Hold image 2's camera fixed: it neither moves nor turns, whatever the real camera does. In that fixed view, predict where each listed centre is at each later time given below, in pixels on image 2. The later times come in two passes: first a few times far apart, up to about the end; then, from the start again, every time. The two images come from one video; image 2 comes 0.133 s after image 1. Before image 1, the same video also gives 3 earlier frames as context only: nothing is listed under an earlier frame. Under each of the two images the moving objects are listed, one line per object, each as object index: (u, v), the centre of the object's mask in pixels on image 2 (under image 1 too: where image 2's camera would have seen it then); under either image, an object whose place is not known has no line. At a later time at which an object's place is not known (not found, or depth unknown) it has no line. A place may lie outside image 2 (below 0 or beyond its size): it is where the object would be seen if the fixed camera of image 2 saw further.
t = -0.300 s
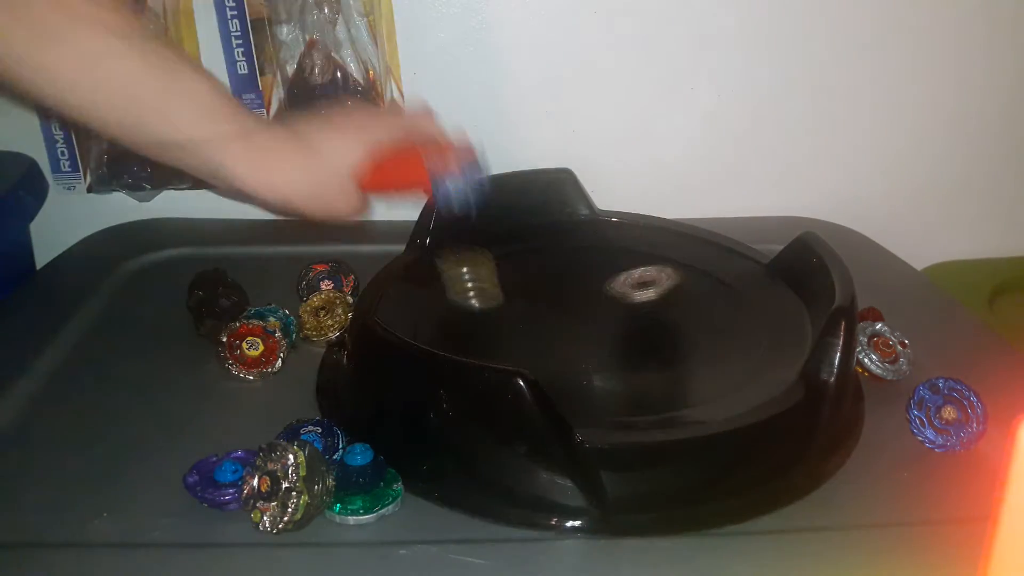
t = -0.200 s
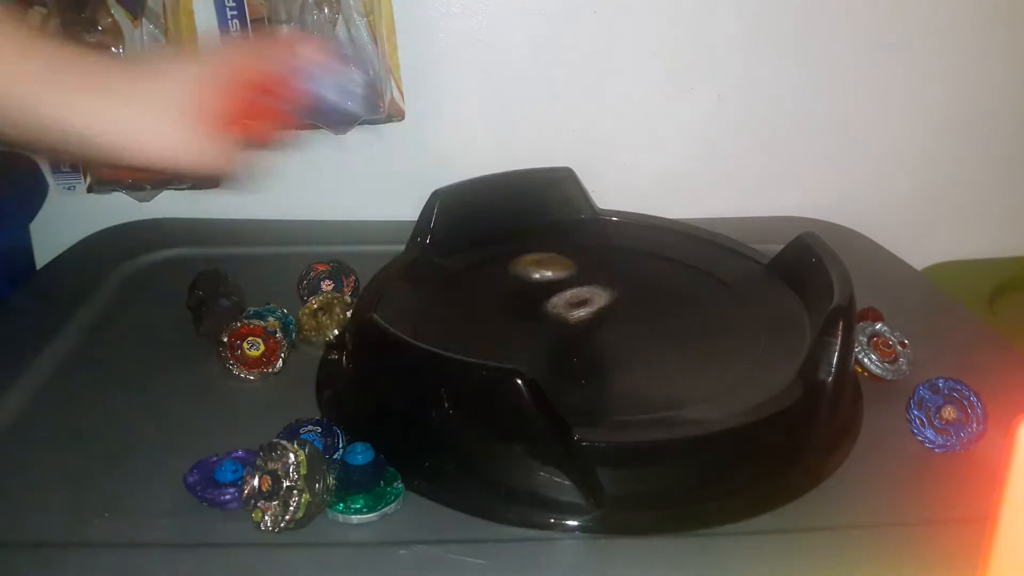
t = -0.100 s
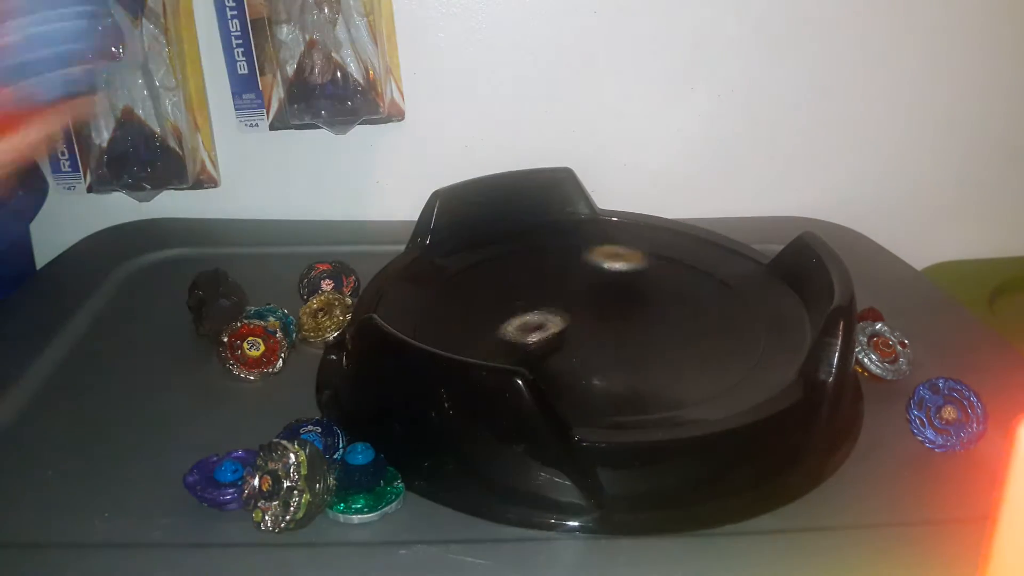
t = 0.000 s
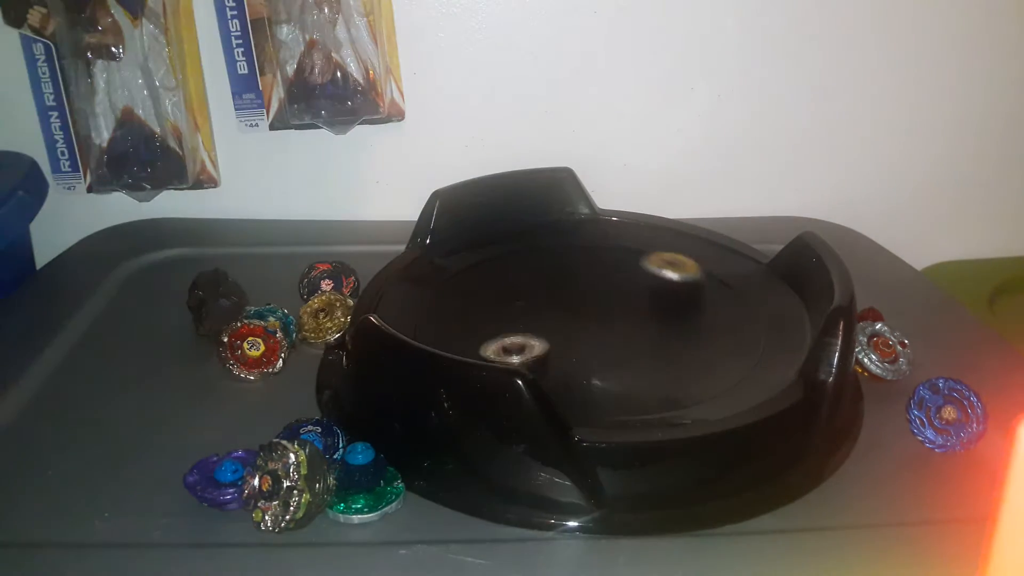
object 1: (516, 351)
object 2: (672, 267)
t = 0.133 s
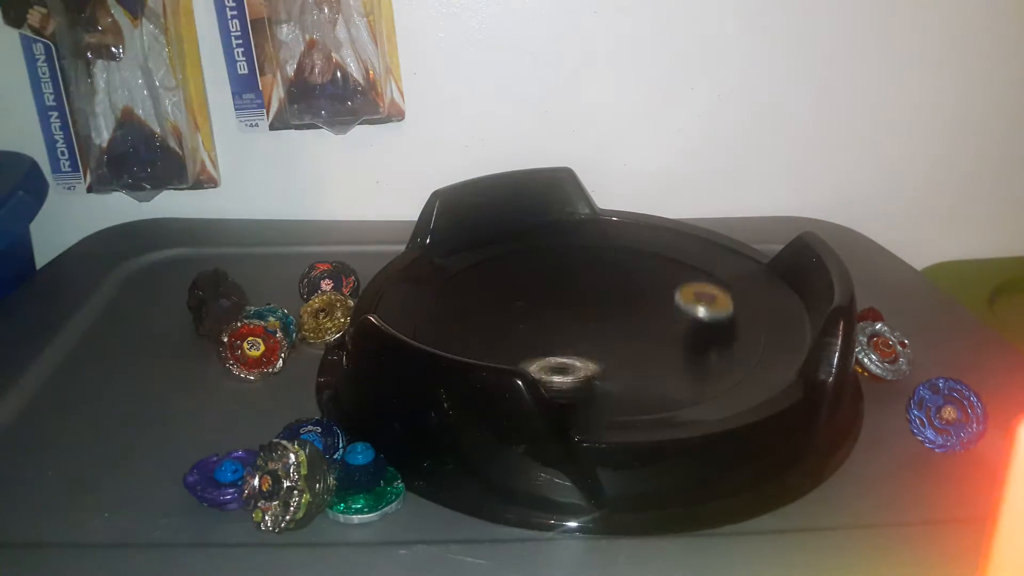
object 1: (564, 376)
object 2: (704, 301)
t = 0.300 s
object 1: (649, 380)
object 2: (662, 345)
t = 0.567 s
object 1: (642, 328)
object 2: (552, 359)
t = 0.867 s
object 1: (462, 288)
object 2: (588, 333)
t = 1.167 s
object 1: (474, 342)
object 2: (537, 323)
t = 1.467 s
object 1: (670, 327)
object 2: (581, 337)
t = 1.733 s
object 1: (633, 266)
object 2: (642, 332)
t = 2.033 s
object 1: (516, 328)
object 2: (598, 323)
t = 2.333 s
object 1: (665, 364)
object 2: (601, 358)
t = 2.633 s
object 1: (692, 301)
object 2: (646, 351)
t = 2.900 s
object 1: (540, 292)
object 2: (587, 345)
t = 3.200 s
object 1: (464, 343)
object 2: (560, 367)
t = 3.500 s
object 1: (616, 363)
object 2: (617, 339)
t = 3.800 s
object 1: (589, 305)
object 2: (527, 326)
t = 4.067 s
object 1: (486, 303)
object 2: (467, 348)
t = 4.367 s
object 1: (474, 333)
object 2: (617, 376)
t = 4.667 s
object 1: (584, 322)
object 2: (672, 329)
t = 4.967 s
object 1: (560, 308)
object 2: (647, 303)
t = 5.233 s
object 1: (579, 331)
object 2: (561, 307)
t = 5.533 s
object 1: (640, 326)
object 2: (519, 349)
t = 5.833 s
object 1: (576, 322)
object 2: (589, 366)
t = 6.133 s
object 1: (553, 351)
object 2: (646, 345)
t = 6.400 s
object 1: (580, 339)
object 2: (613, 314)
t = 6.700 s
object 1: (538, 361)
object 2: (573, 314)
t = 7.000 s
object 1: (543, 361)
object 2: (552, 300)
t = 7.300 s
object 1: (548, 341)
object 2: (558, 306)
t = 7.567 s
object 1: (515, 345)
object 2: (547, 308)
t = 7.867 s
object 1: (572, 351)
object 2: (548, 327)
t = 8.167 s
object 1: (629, 349)
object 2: (576, 326)
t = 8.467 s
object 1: (645, 346)
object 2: (585, 317)
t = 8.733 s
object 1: (607, 351)
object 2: (601, 325)
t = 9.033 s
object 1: (554, 367)
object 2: (635, 335)
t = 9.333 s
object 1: (516, 338)
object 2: (631, 353)
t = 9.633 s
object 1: (512, 294)
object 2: (609, 358)
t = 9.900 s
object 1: (542, 300)
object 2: (563, 357)
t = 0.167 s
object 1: (584, 379)
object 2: (702, 311)
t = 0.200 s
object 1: (606, 380)
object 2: (697, 323)
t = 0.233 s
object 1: (624, 381)
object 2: (688, 333)
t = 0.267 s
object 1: (639, 382)
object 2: (675, 342)
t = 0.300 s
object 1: (649, 380)
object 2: (662, 345)
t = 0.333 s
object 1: (657, 380)
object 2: (640, 349)
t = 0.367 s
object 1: (663, 377)
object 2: (618, 357)
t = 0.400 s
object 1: (671, 373)
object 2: (606, 364)
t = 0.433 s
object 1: (673, 366)
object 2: (594, 365)
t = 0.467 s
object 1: (672, 358)
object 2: (579, 365)
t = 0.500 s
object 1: (667, 345)
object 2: (568, 364)
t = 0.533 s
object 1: (656, 340)
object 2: (558, 362)
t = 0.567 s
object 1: (642, 328)
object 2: (552, 359)
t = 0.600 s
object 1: (627, 320)
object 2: (550, 356)
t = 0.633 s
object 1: (609, 312)
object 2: (551, 354)
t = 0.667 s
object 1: (590, 306)
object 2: (556, 352)
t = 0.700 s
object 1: (570, 301)
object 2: (564, 350)
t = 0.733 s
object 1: (548, 296)
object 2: (572, 347)
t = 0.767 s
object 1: (526, 292)
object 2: (579, 344)
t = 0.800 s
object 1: (504, 290)
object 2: (583, 340)
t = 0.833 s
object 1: (483, 289)
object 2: (586, 337)
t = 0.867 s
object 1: (462, 288)
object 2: (588, 333)
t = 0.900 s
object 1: (443, 290)
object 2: (587, 329)
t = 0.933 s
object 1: (424, 294)
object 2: (585, 325)
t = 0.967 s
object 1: (414, 301)
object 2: (581, 321)
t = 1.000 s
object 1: (405, 308)
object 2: (575, 319)
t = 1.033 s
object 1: (402, 315)
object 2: (568, 317)
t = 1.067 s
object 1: (409, 319)
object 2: (559, 317)
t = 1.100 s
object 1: (424, 324)
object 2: (551, 318)
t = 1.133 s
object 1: (446, 336)
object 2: (543, 321)
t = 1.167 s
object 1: (474, 342)
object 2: (537, 323)
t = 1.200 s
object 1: (502, 347)
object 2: (536, 325)
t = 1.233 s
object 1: (529, 345)
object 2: (532, 324)
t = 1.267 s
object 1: (551, 342)
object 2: (525, 323)
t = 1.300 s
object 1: (576, 350)
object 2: (536, 327)
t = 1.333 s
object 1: (598, 351)
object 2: (544, 329)
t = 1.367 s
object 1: (620, 349)
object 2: (553, 329)
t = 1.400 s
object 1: (642, 342)
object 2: (562, 331)
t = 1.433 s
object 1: (657, 336)
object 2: (571, 333)
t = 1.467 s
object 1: (670, 327)
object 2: (581, 337)
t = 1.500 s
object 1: (679, 318)
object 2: (589, 340)
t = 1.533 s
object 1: (684, 309)
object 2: (599, 341)
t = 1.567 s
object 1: (686, 298)
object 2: (608, 341)
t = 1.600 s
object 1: (682, 289)
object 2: (616, 340)
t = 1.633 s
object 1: (676, 281)
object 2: (624, 339)
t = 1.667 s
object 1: (665, 273)
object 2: (631, 337)
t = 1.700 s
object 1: (650, 268)
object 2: (638, 335)
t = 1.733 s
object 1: (633, 266)
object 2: (642, 332)
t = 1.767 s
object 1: (614, 267)
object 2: (645, 328)
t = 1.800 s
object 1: (596, 269)
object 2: (646, 324)
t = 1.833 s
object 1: (579, 274)
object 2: (644, 321)
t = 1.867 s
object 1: (561, 280)
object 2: (639, 318)
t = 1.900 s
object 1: (547, 288)
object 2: (632, 317)
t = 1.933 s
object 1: (533, 297)
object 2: (623, 317)
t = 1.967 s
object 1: (525, 307)
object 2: (615, 318)
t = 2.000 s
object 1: (518, 318)
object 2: (606, 320)
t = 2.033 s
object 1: (516, 328)
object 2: (598, 323)
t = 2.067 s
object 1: (518, 338)
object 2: (592, 327)
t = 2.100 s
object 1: (524, 345)
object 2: (587, 331)
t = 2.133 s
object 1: (536, 352)
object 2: (585, 336)
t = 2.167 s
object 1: (554, 358)
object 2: (587, 337)
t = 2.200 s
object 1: (573, 361)
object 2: (586, 339)
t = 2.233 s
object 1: (597, 364)
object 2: (579, 343)
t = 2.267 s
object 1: (619, 365)
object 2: (581, 349)
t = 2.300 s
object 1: (645, 364)
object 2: (591, 356)
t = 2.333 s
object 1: (665, 364)
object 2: (601, 358)
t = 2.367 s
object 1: (685, 360)
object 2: (610, 360)
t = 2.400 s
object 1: (700, 358)
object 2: (619, 362)
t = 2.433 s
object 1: (710, 352)
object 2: (628, 362)
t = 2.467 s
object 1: (715, 345)
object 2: (637, 361)
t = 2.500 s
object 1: (717, 336)
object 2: (645, 359)
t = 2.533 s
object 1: (712, 326)
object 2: (652, 357)
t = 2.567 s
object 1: (709, 317)
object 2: (650, 355)
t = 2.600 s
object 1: (703, 307)
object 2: (647, 354)
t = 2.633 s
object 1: (692, 301)
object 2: (646, 351)
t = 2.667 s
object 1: (678, 296)
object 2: (644, 349)
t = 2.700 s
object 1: (661, 291)
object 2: (639, 347)
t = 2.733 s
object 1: (641, 288)
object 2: (632, 345)
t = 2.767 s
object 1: (621, 287)
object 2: (624, 344)
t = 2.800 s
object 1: (601, 287)
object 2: (616, 343)
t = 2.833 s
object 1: (580, 287)
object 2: (606, 344)
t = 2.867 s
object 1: (560, 289)
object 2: (597, 345)
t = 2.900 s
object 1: (540, 292)
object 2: (587, 345)
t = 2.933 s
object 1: (521, 296)
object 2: (579, 347)
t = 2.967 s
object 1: (504, 301)
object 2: (571, 349)
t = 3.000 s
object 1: (488, 308)
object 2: (565, 352)
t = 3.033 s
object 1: (474, 315)
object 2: (560, 355)
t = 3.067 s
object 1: (461, 324)
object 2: (555, 358)
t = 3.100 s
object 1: (448, 331)
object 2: (553, 360)
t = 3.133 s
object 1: (447, 334)
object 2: (553, 363)
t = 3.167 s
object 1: (452, 338)
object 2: (556, 365)
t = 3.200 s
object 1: (464, 343)
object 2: (560, 367)
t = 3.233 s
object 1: (481, 349)
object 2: (567, 369)
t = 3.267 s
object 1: (500, 354)
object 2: (574, 369)
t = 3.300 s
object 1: (518, 358)
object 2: (583, 369)
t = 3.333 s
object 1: (539, 362)
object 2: (597, 368)
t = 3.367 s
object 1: (552, 365)
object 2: (611, 365)
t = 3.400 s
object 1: (566, 368)
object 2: (622, 359)
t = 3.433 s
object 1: (581, 367)
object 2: (627, 353)
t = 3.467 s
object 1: (598, 363)
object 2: (627, 345)
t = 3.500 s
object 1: (616, 363)
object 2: (617, 339)
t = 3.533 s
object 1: (628, 358)
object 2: (600, 336)
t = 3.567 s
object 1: (636, 352)
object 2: (594, 333)
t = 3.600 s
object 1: (641, 345)
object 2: (587, 330)
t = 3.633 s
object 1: (638, 339)
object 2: (577, 327)
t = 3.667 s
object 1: (634, 333)
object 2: (567, 325)
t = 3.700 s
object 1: (625, 322)
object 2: (557, 324)
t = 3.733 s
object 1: (615, 315)
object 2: (547, 324)
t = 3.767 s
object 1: (603, 310)
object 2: (537, 325)
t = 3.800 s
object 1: (589, 305)
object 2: (527, 326)
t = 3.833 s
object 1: (574, 300)
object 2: (517, 327)
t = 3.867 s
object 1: (557, 299)
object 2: (508, 329)
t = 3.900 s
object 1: (543, 296)
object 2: (498, 333)
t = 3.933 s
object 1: (533, 294)
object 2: (485, 338)
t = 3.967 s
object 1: (522, 294)
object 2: (475, 342)
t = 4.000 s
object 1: (509, 296)
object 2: (468, 345)
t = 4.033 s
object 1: (497, 299)
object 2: (464, 346)
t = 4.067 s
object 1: (486, 303)
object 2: (467, 348)
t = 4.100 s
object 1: (478, 310)
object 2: (475, 350)
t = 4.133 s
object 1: (475, 315)
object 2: (486, 354)
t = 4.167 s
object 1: (473, 321)
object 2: (498, 357)
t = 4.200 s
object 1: (472, 326)
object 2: (516, 362)
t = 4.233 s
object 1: (468, 323)
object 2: (543, 372)
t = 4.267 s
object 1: (466, 325)
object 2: (564, 378)
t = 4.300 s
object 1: (467, 327)
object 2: (580, 380)
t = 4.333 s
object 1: (469, 329)
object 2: (600, 379)
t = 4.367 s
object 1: (474, 333)
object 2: (617, 376)
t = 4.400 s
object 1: (482, 335)
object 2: (630, 373)
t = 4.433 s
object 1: (494, 336)
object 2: (640, 368)
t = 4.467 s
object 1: (510, 336)
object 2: (648, 363)
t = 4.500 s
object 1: (527, 336)
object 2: (652, 358)
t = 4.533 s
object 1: (543, 333)
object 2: (655, 353)
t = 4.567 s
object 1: (559, 333)
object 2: (656, 347)
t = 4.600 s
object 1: (575, 331)
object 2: (655, 342)
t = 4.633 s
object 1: (588, 327)
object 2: (657, 337)
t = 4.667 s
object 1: (584, 322)
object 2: (672, 329)
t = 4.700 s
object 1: (582, 319)
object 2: (682, 323)
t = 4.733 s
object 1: (581, 315)
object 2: (689, 319)
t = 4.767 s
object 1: (580, 313)
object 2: (690, 316)
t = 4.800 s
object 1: (578, 310)
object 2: (688, 313)
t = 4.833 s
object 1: (575, 308)
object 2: (682, 311)
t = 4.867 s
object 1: (572, 307)
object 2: (675, 309)
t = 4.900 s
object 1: (568, 307)
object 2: (666, 307)
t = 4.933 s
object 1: (564, 307)
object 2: (656, 305)
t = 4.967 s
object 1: (560, 308)
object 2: (647, 303)
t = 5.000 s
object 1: (557, 310)
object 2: (637, 303)
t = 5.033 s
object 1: (556, 313)
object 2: (626, 302)
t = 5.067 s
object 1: (556, 315)
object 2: (616, 301)
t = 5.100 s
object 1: (556, 319)
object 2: (606, 302)
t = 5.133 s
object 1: (559, 322)
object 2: (598, 302)
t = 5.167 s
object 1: (563, 326)
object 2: (587, 302)
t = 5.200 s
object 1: (571, 328)
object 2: (574, 303)
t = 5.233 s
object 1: (579, 331)
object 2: (561, 307)
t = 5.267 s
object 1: (588, 334)
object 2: (551, 312)
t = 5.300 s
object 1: (599, 336)
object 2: (545, 317)
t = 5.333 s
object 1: (609, 338)
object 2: (537, 321)
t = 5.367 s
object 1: (618, 337)
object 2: (531, 325)
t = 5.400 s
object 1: (626, 336)
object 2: (526, 330)
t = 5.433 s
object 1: (632, 334)
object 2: (522, 335)
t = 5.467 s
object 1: (637, 332)
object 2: (519, 340)
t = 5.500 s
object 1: (640, 329)
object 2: (518, 345)
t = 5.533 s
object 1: (640, 326)
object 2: (519, 349)
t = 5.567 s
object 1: (639, 325)
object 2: (522, 352)
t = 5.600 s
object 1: (635, 323)
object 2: (527, 355)
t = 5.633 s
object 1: (630, 321)
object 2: (534, 357)
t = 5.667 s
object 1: (623, 320)
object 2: (542, 360)
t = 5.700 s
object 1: (615, 319)
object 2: (551, 362)
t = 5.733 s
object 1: (606, 319)
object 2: (559, 365)
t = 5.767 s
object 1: (596, 320)
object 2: (569, 366)
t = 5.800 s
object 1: (585, 319)
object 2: (579, 366)
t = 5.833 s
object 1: (576, 322)
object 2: (589, 366)
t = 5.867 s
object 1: (568, 325)
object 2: (599, 366)
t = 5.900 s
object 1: (561, 327)
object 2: (609, 366)
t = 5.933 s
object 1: (554, 332)
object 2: (619, 364)
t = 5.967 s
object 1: (549, 335)
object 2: (627, 362)
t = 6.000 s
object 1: (546, 338)
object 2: (633, 359)
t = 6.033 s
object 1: (545, 341)
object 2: (639, 356)
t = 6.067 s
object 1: (546, 344)
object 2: (643, 353)
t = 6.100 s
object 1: (548, 350)
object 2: (645, 349)
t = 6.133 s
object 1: (553, 351)
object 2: (646, 345)
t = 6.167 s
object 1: (558, 352)
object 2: (645, 342)
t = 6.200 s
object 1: (565, 353)
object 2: (643, 338)
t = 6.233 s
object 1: (572, 354)
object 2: (639, 335)
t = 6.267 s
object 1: (578, 352)
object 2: (634, 331)
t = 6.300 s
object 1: (582, 350)
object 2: (628, 329)
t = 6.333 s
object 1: (587, 345)
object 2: (624, 325)
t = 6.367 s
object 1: (589, 341)
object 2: (617, 321)
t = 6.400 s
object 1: (580, 339)
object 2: (613, 314)
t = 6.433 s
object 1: (566, 341)
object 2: (612, 307)
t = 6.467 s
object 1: (554, 351)
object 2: (613, 299)
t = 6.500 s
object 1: (546, 354)
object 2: (613, 294)
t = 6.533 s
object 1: (541, 356)
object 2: (610, 291)
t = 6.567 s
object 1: (538, 357)
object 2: (606, 292)
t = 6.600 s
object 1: (537, 358)
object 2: (600, 295)
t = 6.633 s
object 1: (537, 359)
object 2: (593, 300)
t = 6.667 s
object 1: (538, 361)
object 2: (583, 308)
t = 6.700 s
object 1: (538, 361)
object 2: (573, 314)
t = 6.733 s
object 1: (540, 361)
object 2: (563, 320)
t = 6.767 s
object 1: (542, 361)
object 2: (555, 324)
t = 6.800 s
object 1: (544, 360)
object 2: (549, 327)
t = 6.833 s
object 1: (546, 358)
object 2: (543, 330)
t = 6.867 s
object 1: (547, 356)
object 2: (539, 330)
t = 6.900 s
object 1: (544, 357)
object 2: (541, 324)
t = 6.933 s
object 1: (540, 359)
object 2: (544, 315)
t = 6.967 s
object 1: (541, 360)
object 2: (548, 307)
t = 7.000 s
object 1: (543, 361)
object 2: (552, 300)
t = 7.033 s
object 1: (547, 361)
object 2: (556, 297)
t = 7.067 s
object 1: (553, 360)
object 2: (560, 295)
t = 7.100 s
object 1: (558, 357)
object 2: (562, 297)
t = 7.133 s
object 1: (561, 353)
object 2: (564, 301)
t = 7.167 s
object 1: (561, 348)
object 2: (563, 305)
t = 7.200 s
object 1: (561, 343)
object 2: (562, 309)
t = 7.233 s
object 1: (559, 339)
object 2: (561, 310)
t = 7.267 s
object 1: (554, 338)
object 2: (559, 308)
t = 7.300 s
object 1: (548, 341)
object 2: (558, 306)
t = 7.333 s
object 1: (544, 339)
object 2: (557, 305)
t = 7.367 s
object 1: (541, 338)
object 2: (554, 305)
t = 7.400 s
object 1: (537, 336)
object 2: (551, 306)
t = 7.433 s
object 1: (533, 334)
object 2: (548, 307)
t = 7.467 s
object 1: (529, 334)
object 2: (545, 307)
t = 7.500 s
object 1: (521, 339)
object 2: (545, 307)
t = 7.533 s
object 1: (515, 343)
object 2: (546, 307)
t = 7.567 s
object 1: (515, 345)
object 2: (547, 308)
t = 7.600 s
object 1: (518, 348)
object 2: (547, 312)
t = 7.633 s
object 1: (524, 349)
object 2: (546, 315)
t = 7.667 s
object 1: (530, 348)
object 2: (545, 318)
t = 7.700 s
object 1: (539, 353)
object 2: (544, 320)
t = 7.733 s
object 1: (547, 354)
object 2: (543, 323)
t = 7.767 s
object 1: (554, 353)
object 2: (542, 326)
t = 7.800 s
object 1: (560, 352)
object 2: (543, 327)
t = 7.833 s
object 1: (566, 352)
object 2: (544, 326)
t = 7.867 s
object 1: (572, 351)
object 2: (548, 327)
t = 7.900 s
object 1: (579, 351)
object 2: (552, 326)
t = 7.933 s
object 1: (586, 351)
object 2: (556, 327)
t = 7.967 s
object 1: (592, 350)
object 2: (558, 327)
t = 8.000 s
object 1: (597, 348)
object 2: (561, 329)
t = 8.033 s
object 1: (605, 351)
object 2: (566, 326)
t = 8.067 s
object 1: (612, 352)
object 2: (569, 324)
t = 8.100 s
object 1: (619, 351)
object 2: (572, 324)
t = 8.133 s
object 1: (625, 350)
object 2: (574, 324)
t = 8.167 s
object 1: (629, 349)
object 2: (576, 326)
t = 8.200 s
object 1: (633, 348)
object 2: (579, 327)
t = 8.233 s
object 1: (633, 345)
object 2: (581, 328)
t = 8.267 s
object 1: (633, 342)
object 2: (584, 329)
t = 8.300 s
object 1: (632, 339)
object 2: (584, 329)
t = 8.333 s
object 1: (638, 340)
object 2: (586, 324)
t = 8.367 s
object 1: (640, 344)
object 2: (584, 319)
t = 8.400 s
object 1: (643, 346)
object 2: (583, 316)
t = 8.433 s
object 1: (645, 346)
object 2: (583, 315)
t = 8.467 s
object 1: (645, 346)
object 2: (585, 317)
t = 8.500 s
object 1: (643, 346)
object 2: (587, 320)
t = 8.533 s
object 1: (641, 346)
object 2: (588, 323)
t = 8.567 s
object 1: (637, 345)
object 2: (589, 325)
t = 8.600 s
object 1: (630, 345)
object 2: (588, 327)
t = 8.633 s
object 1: (624, 345)
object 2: (588, 327)
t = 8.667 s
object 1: (619, 348)
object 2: (592, 325)
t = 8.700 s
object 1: (613, 350)
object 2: (595, 325)
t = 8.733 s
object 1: (607, 351)
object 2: (601, 325)
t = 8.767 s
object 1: (601, 353)
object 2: (608, 327)
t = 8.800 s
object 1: (592, 354)
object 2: (617, 329)
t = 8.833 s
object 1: (583, 361)
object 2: (621, 329)
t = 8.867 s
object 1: (577, 364)
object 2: (625, 330)
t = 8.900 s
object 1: (574, 366)
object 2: (629, 329)
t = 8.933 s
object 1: (568, 367)
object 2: (631, 330)
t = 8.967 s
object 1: (563, 368)
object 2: (632, 332)
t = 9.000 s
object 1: (559, 368)
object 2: (634, 334)
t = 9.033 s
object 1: (554, 367)
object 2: (635, 335)
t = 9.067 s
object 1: (548, 366)
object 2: (635, 337)
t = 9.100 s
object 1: (543, 365)
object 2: (636, 339)
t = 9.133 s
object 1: (538, 364)
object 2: (636, 342)
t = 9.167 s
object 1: (533, 361)
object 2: (636, 344)
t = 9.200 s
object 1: (530, 357)
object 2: (636, 346)
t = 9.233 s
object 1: (526, 353)
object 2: (635, 348)
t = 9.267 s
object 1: (523, 347)
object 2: (634, 350)
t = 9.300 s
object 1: (519, 344)
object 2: (632, 351)
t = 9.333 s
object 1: (516, 338)
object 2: (631, 353)
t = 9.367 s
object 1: (513, 333)
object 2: (630, 354)
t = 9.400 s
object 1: (513, 326)
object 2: (629, 355)
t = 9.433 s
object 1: (511, 321)
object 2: (628, 356)
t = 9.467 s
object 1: (510, 316)
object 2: (627, 356)
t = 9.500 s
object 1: (511, 312)
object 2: (625, 357)
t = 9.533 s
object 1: (510, 306)
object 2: (622, 357)
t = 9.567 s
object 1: (510, 303)
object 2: (618, 358)
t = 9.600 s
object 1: (512, 299)
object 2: (614, 358)
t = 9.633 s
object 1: (512, 294)
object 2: (609, 358)
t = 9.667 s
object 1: (513, 293)
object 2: (603, 358)
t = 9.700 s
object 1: (515, 291)
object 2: (598, 358)
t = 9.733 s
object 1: (517, 290)
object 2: (592, 358)
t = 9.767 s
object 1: (520, 291)
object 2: (586, 358)
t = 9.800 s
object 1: (524, 292)
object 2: (580, 358)
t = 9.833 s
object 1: (529, 295)
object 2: (574, 357)
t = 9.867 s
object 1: (535, 297)
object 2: (568, 357)
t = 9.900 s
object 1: (542, 300)
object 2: (563, 357)
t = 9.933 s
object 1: (548, 304)
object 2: (557, 356)
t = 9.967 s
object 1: (555, 308)
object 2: (551, 356)
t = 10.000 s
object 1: (561, 311)
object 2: (546, 355)
